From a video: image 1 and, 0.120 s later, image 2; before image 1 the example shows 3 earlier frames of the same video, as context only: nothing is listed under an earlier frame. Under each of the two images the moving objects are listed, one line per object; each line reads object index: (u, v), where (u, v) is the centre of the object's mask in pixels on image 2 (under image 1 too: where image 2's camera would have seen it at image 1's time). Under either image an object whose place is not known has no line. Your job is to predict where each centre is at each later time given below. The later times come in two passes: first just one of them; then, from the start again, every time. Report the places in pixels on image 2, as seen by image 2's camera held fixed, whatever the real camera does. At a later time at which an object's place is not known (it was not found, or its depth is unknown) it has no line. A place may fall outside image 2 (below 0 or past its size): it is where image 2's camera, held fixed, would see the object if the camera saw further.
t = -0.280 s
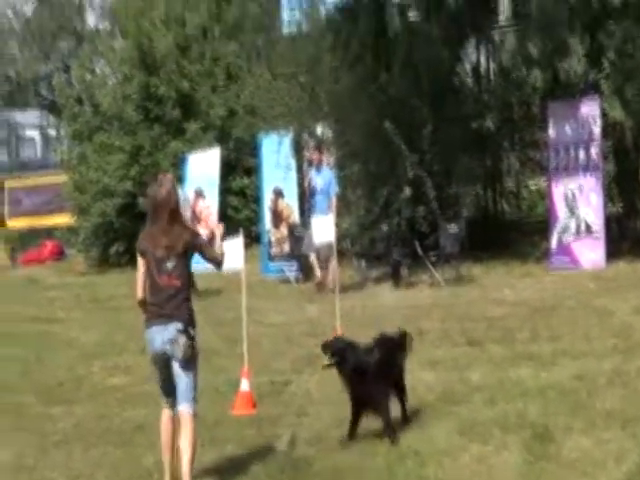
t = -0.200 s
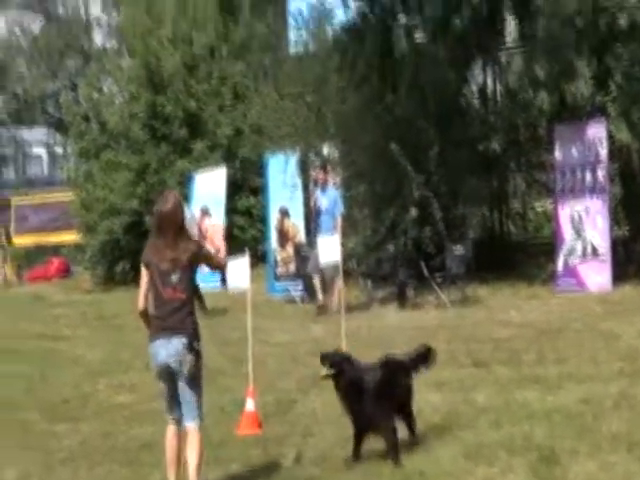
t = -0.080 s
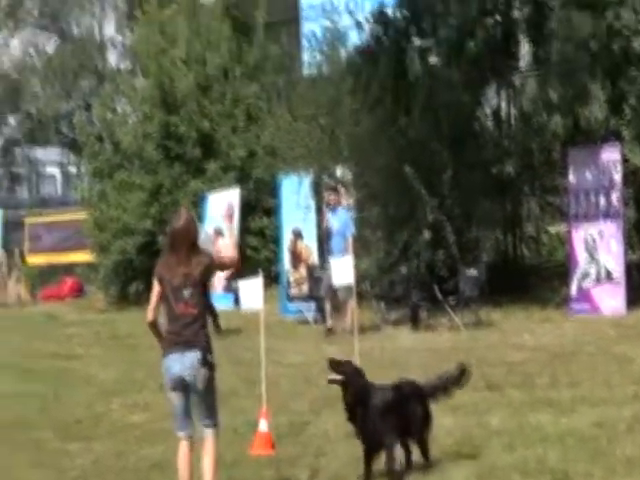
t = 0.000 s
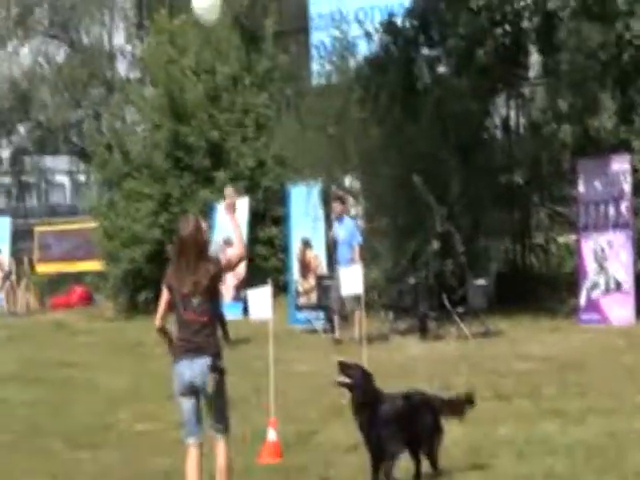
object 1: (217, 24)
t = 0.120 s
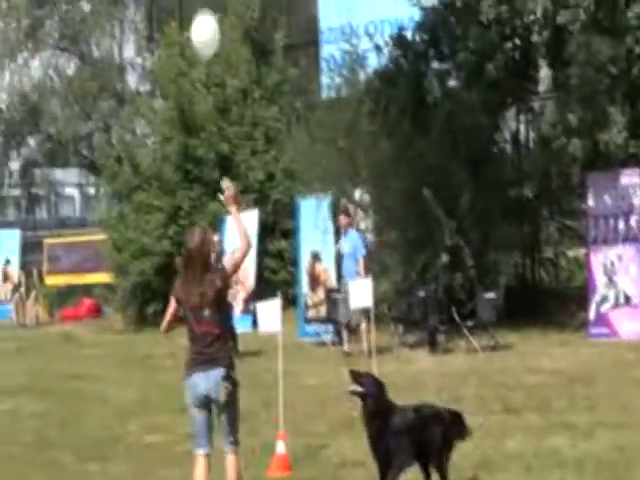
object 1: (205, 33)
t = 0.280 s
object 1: (192, 65)
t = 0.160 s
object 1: (201, 41)
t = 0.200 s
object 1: (198, 48)
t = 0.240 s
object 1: (195, 56)
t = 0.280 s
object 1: (192, 65)
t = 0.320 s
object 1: (188, 74)
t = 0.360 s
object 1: (184, 82)
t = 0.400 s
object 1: (180, 92)
